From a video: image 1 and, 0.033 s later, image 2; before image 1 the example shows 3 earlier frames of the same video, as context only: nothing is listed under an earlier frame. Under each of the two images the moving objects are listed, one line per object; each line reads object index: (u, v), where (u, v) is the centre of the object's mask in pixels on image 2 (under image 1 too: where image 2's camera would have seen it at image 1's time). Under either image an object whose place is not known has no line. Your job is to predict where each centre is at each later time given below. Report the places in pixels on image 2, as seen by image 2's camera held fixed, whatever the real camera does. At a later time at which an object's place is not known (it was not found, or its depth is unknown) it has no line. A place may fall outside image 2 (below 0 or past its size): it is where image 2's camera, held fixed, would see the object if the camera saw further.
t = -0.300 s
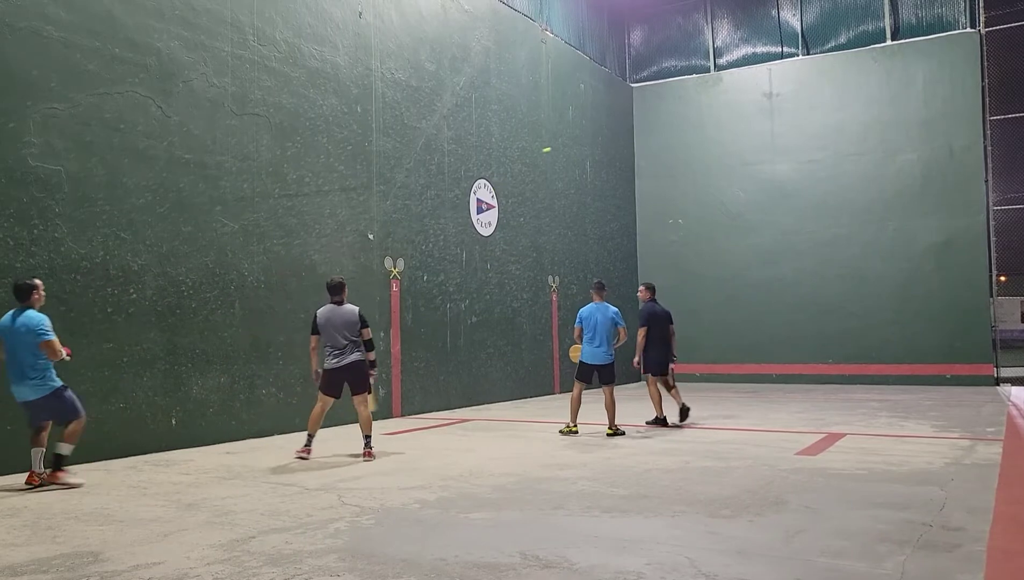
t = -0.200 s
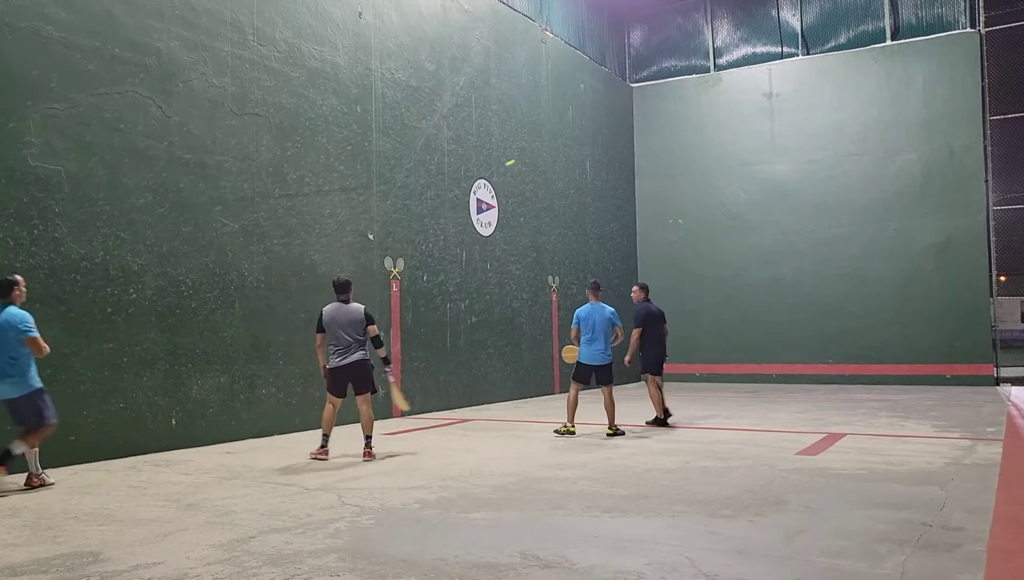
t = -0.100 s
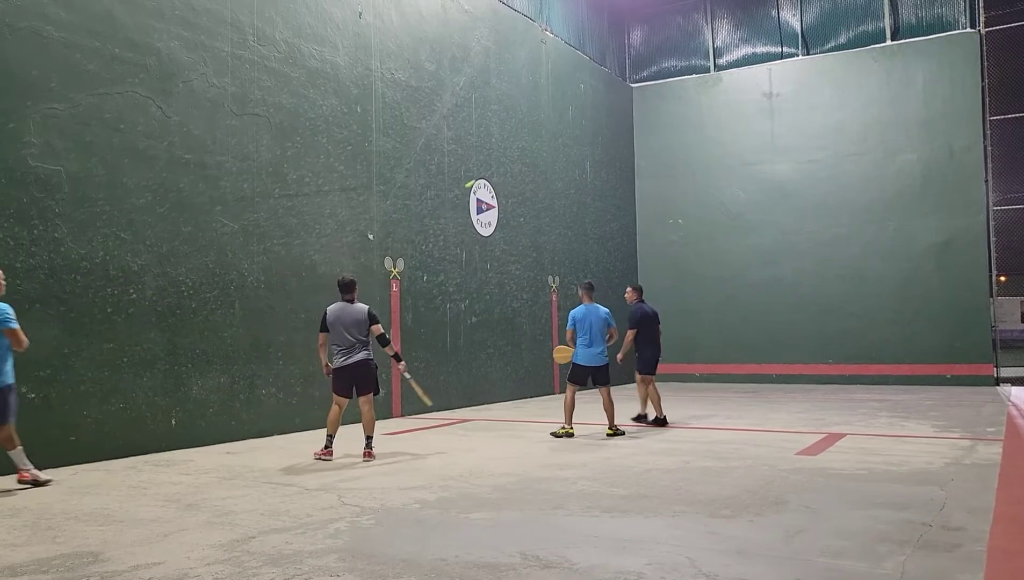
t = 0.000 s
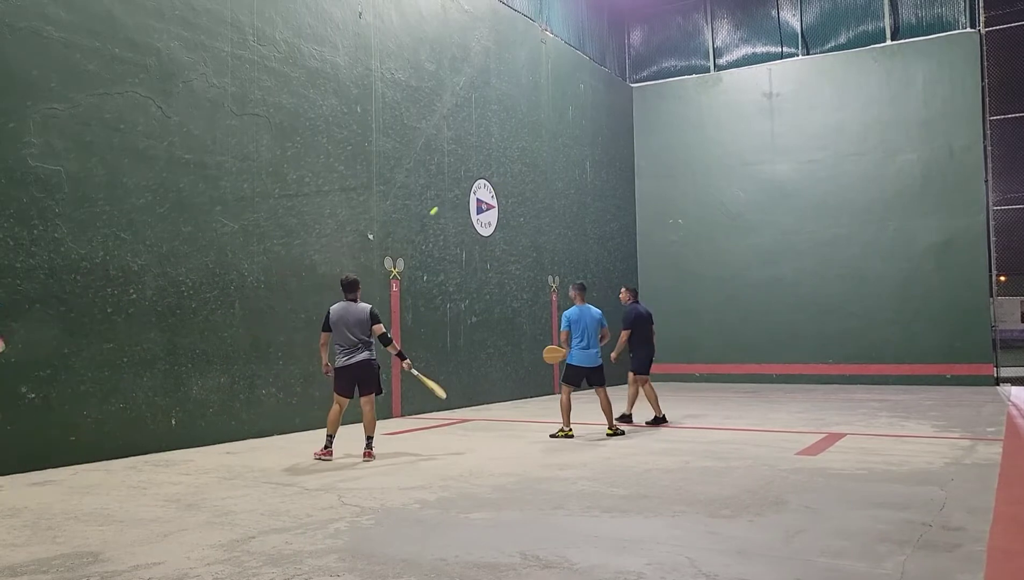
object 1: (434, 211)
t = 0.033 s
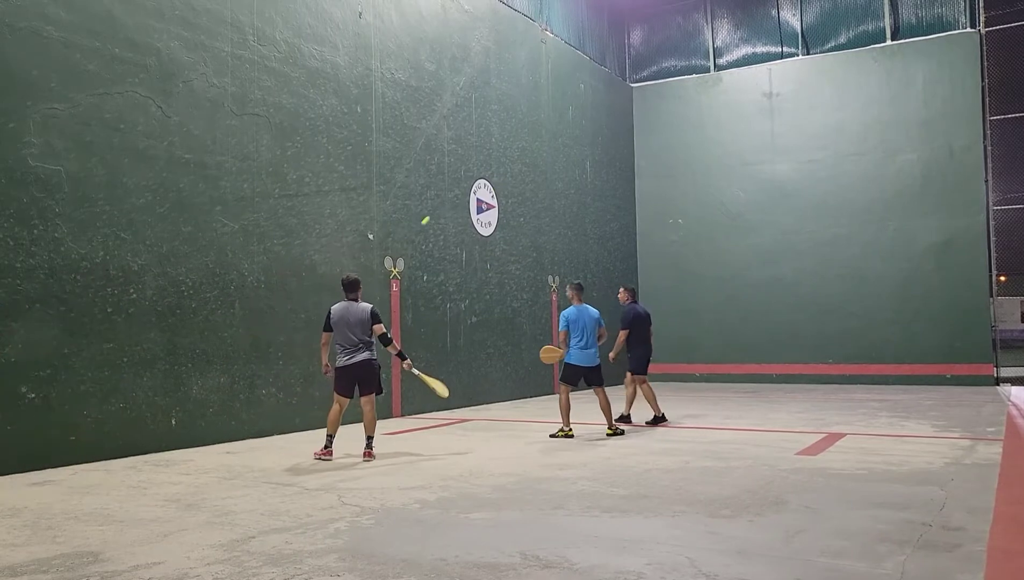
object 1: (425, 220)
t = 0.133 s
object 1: (398, 257)
